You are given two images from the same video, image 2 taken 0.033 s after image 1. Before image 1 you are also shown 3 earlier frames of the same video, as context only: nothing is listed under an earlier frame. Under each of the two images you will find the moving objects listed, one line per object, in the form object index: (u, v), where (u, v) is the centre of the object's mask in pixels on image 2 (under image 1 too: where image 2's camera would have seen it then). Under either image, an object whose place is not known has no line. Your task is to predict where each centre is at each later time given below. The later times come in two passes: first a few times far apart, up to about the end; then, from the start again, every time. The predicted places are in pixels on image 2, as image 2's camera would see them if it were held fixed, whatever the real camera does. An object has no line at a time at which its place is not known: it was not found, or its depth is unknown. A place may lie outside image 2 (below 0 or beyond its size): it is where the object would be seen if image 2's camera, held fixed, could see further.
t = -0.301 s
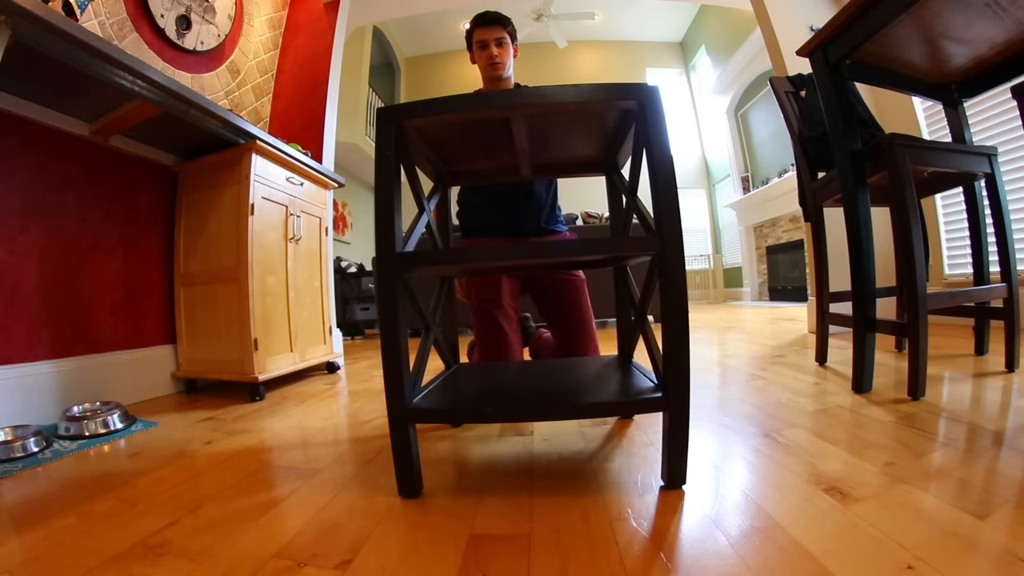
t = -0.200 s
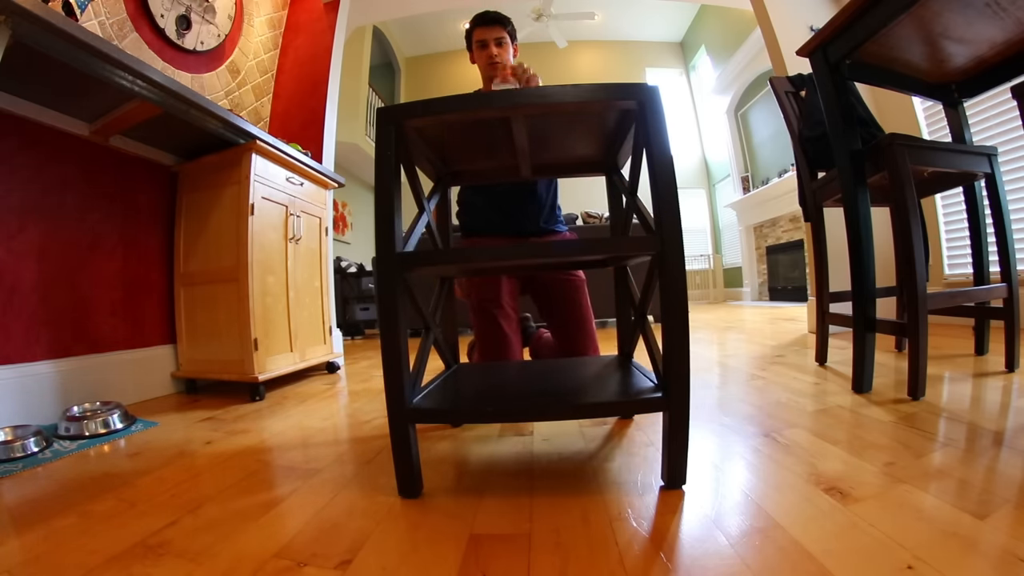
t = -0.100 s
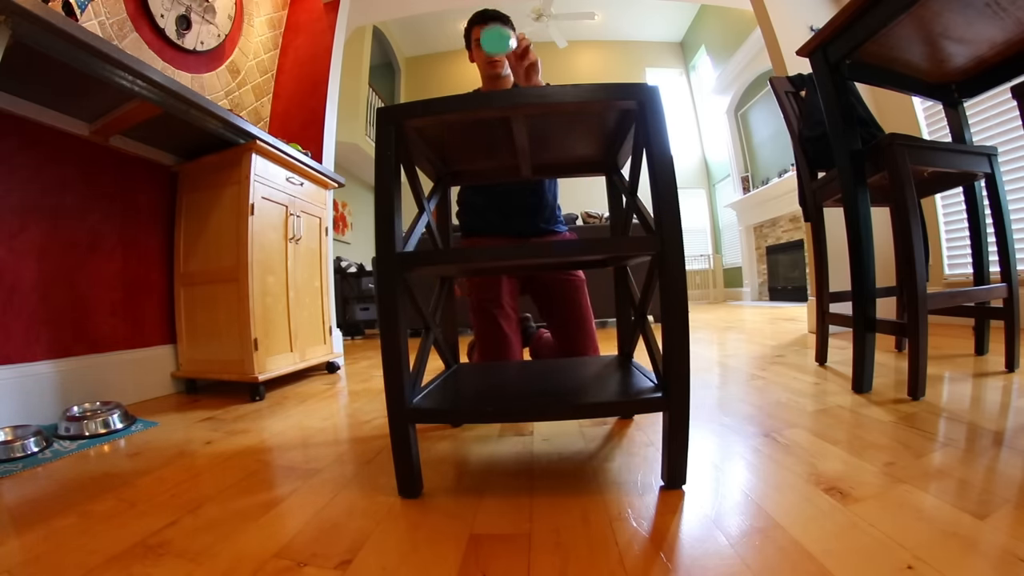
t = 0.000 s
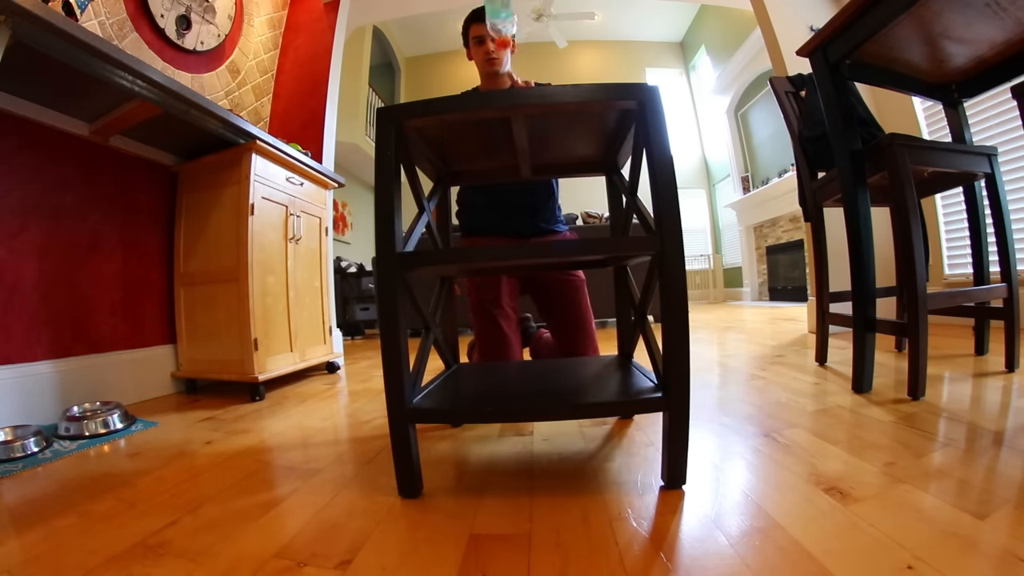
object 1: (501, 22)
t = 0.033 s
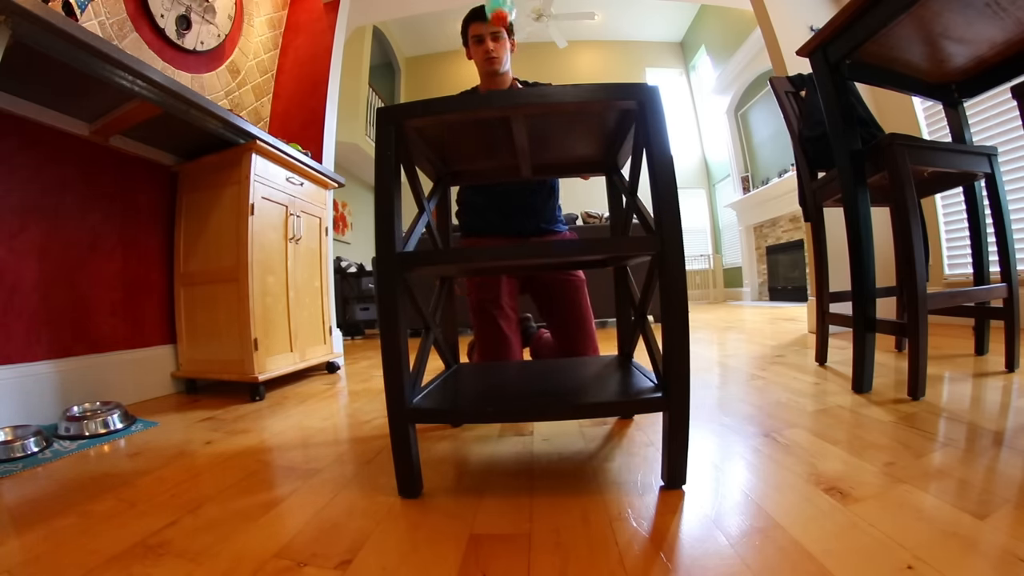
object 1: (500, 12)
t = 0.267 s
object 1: (517, 68)
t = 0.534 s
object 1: (537, 72)
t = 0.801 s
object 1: (535, 71)
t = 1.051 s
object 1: (535, 71)
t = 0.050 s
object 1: (501, 7)
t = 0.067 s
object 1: (503, 6)
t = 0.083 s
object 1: (505, 10)
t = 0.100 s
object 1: (506, 12)
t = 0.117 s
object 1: (507, 15)
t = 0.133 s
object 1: (507, 18)
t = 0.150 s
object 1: (508, 22)
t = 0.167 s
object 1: (509, 26)
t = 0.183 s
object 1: (511, 30)
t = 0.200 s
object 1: (512, 36)
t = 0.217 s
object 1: (513, 45)
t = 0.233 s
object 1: (514, 53)
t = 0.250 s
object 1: (516, 60)
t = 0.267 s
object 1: (517, 68)
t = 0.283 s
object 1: (522, 72)
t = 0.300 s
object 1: (524, 72)
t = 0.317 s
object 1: (525, 72)
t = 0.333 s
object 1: (526, 73)
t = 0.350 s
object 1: (528, 73)
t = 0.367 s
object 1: (529, 73)
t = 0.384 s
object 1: (530, 73)
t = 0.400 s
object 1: (530, 73)
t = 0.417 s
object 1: (530, 73)
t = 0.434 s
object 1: (531, 72)
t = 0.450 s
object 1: (532, 72)
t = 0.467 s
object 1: (535, 71)
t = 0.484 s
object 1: (538, 71)
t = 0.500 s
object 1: (539, 71)
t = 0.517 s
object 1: (539, 72)
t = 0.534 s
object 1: (537, 72)
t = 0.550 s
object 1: (537, 71)
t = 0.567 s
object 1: (538, 70)
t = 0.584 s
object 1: (539, 70)
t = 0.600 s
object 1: (539, 70)
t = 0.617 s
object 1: (537, 71)
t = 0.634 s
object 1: (537, 70)
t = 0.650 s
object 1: (537, 70)
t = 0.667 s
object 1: (537, 70)
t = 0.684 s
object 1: (536, 70)
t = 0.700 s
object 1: (536, 70)
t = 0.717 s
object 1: (536, 70)
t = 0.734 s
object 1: (535, 71)
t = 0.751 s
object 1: (535, 71)
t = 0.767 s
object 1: (535, 71)
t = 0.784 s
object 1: (534, 71)
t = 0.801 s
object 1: (535, 71)
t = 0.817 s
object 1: (535, 71)
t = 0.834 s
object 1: (535, 71)
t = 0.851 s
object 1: (535, 71)
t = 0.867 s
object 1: (535, 71)
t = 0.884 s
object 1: (535, 71)
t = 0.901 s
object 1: (535, 71)
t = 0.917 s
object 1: (535, 71)
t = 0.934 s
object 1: (535, 71)
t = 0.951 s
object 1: (535, 71)
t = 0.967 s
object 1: (535, 71)
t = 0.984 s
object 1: (535, 71)
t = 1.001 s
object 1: (535, 71)
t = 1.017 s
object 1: (535, 71)
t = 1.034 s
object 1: (535, 71)
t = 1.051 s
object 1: (535, 71)
